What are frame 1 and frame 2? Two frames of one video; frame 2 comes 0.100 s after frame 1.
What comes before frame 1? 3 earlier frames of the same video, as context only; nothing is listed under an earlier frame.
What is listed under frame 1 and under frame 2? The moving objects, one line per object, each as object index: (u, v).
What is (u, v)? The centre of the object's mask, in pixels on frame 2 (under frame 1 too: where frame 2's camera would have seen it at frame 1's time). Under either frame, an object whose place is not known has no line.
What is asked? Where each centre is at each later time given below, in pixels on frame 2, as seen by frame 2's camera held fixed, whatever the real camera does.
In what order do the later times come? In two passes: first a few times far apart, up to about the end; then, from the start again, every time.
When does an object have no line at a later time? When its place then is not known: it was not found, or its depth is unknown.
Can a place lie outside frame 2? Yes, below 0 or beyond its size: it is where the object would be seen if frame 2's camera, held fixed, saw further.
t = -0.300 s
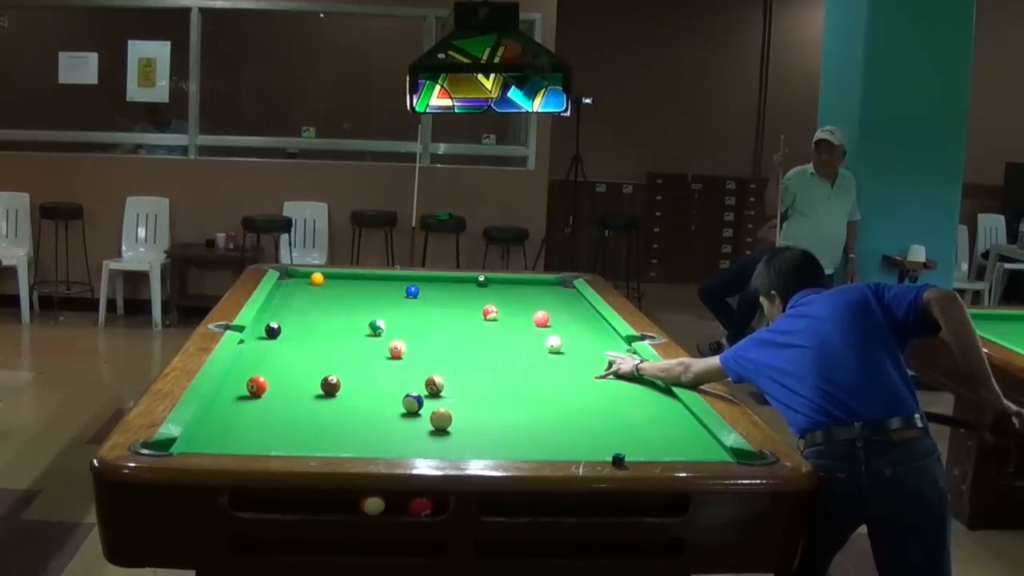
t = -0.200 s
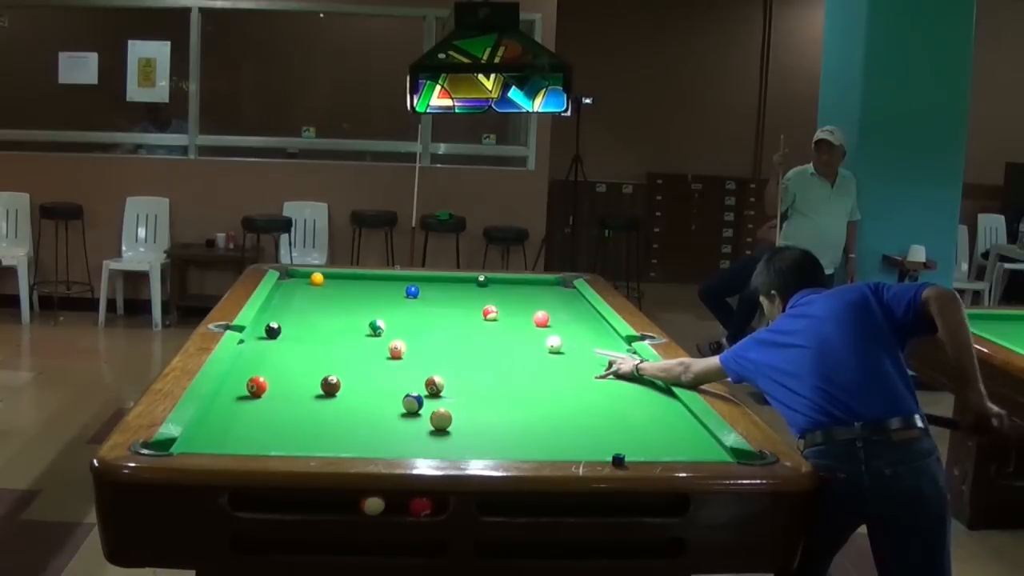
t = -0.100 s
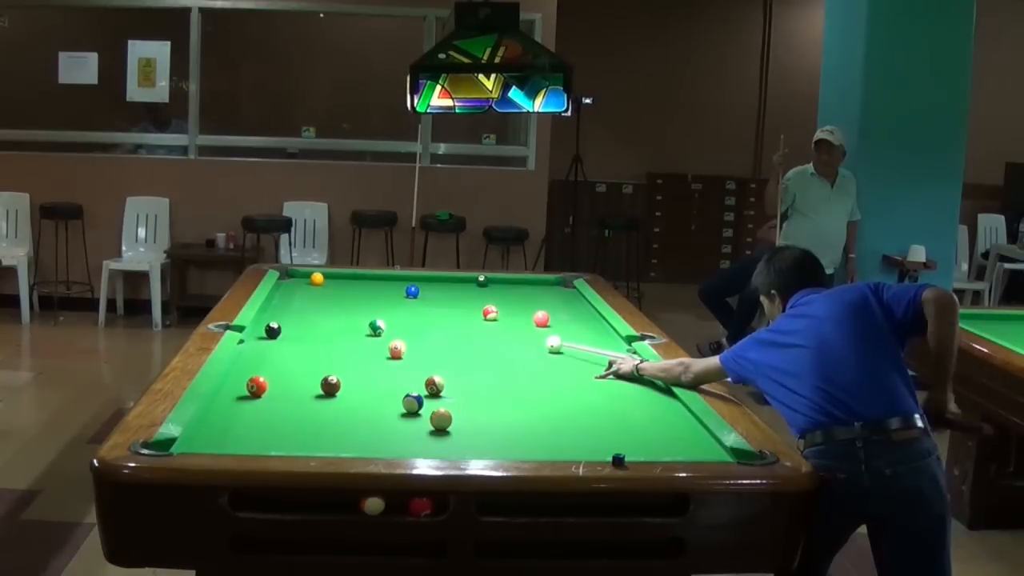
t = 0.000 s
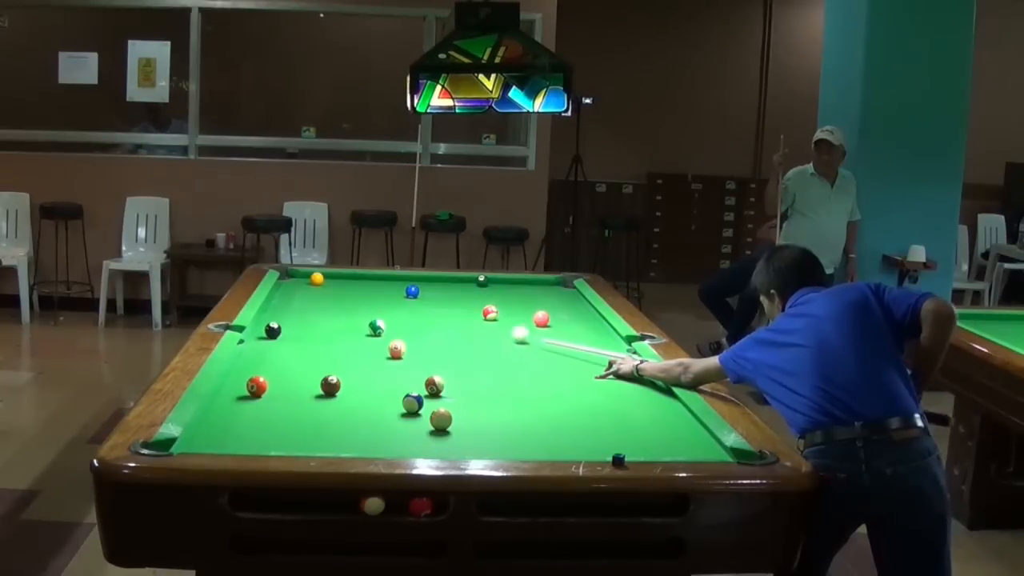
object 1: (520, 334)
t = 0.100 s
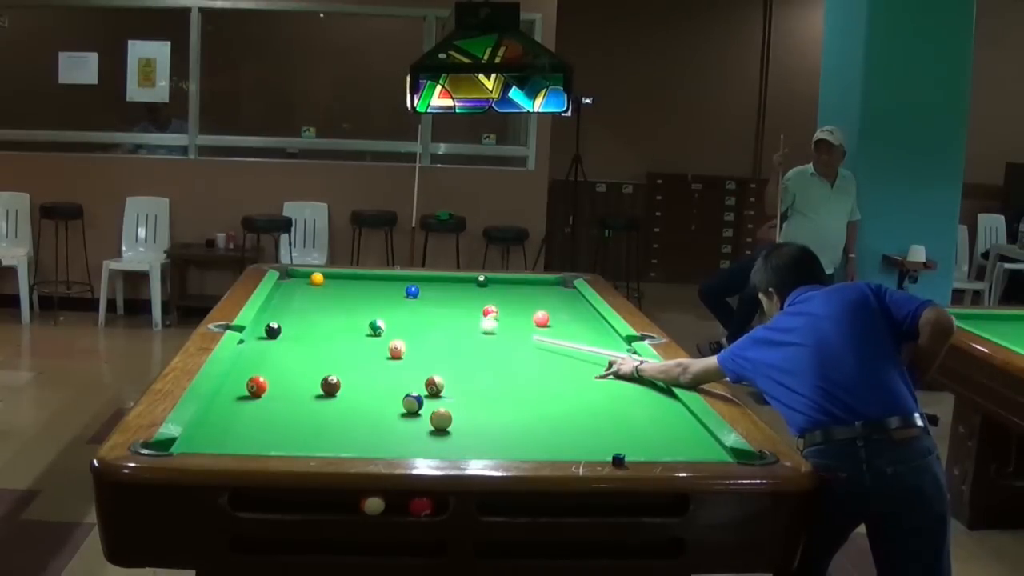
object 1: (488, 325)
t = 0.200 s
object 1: (459, 317)
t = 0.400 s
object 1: (407, 302)
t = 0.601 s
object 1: (360, 289)
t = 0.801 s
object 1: (329, 279)
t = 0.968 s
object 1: (332, 276)
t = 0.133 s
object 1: (478, 322)
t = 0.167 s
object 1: (469, 320)
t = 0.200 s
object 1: (459, 317)
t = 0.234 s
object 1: (450, 315)
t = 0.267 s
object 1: (441, 312)
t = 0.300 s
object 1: (432, 309)
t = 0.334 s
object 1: (423, 307)
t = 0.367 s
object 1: (415, 305)
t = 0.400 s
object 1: (407, 302)
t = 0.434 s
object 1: (399, 300)
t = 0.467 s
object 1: (390, 298)
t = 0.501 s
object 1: (383, 296)
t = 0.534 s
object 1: (375, 293)
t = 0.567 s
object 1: (367, 291)
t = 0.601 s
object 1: (360, 289)
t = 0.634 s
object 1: (353, 287)
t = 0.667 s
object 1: (346, 285)
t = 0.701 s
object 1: (339, 283)
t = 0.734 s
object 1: (332, 281)
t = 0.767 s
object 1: (328, 280)
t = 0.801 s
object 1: (329, 279)
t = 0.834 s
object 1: (331, 279)
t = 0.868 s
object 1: (332, 278)
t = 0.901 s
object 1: (332, 278)
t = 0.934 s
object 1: (332, 276)
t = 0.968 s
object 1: (332, 276)
